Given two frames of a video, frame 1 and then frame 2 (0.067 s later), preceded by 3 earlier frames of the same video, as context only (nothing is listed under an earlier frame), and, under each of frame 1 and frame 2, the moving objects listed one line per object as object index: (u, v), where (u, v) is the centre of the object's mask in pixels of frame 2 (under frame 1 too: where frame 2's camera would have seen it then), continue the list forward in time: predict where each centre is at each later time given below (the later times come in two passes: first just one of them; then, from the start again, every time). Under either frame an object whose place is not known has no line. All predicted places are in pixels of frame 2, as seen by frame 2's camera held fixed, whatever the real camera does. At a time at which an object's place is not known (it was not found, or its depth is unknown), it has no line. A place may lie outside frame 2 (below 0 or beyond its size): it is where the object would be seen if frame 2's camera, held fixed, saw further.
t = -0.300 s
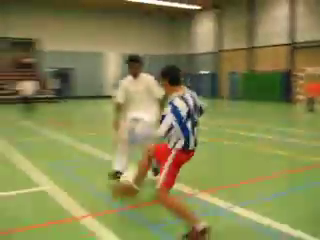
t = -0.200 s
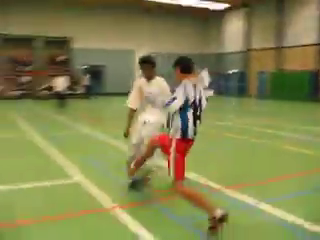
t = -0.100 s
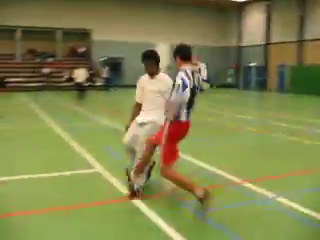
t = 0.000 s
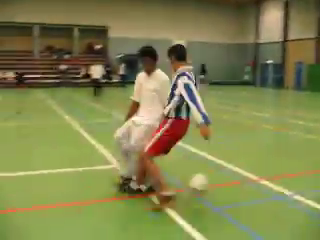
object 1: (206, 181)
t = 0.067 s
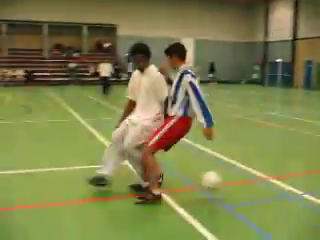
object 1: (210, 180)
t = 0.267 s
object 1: (224, 207)
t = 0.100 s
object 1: (213, 181)
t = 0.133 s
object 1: (215, 183)
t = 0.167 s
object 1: (217, 187)
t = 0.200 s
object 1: (221, 191)
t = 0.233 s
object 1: (222, 198)
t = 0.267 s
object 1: (224, 207)
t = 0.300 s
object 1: (227, 210)
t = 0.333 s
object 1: (229, 210)
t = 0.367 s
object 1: (232, 213)
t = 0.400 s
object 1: (234, 215)
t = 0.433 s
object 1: (237, 219)
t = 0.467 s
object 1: (239, 223)
